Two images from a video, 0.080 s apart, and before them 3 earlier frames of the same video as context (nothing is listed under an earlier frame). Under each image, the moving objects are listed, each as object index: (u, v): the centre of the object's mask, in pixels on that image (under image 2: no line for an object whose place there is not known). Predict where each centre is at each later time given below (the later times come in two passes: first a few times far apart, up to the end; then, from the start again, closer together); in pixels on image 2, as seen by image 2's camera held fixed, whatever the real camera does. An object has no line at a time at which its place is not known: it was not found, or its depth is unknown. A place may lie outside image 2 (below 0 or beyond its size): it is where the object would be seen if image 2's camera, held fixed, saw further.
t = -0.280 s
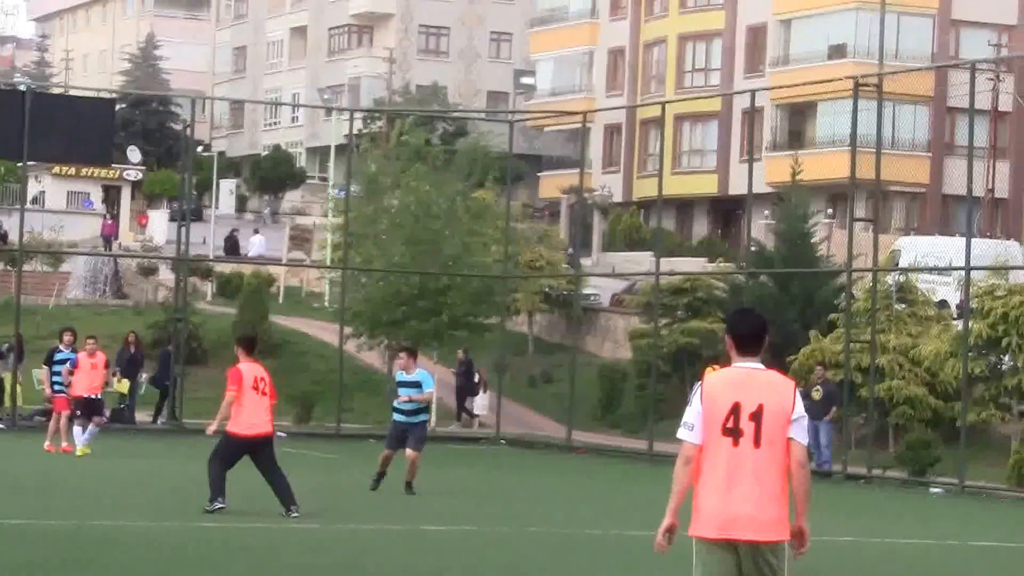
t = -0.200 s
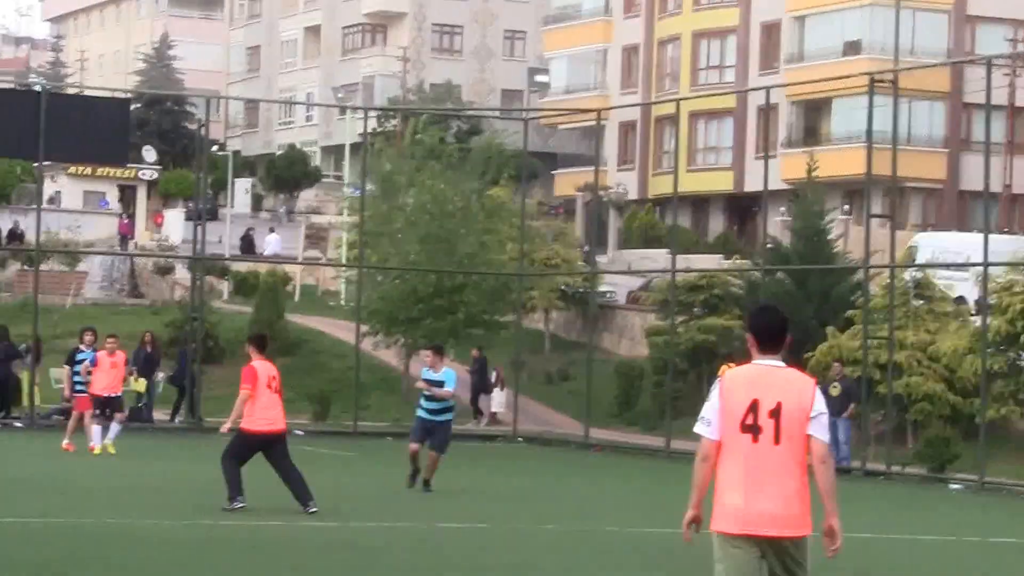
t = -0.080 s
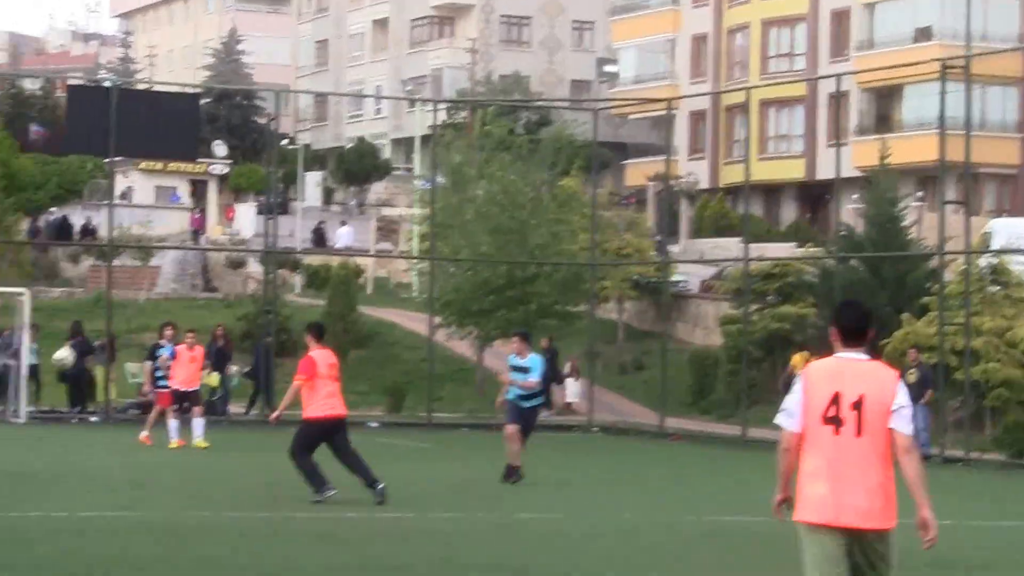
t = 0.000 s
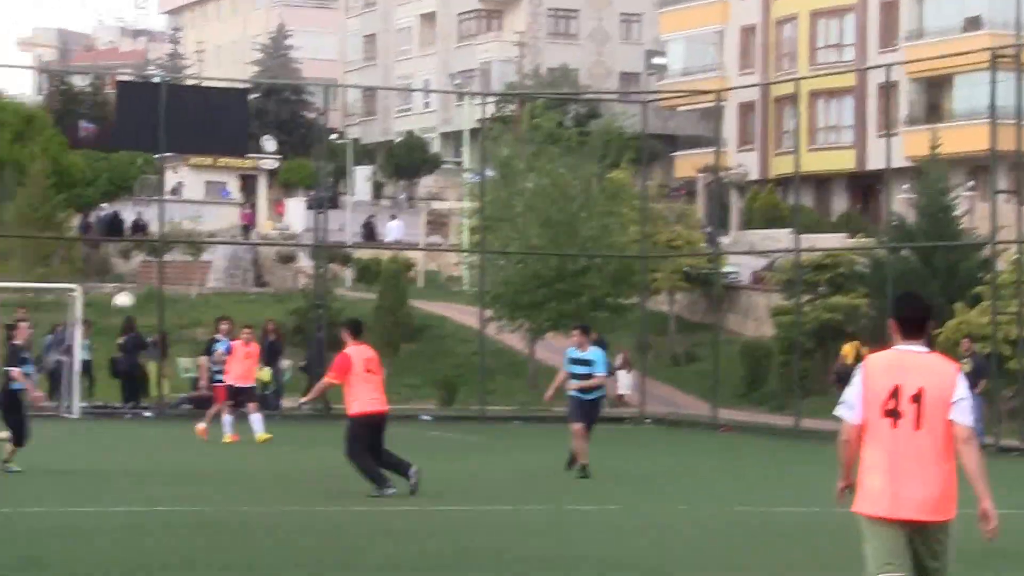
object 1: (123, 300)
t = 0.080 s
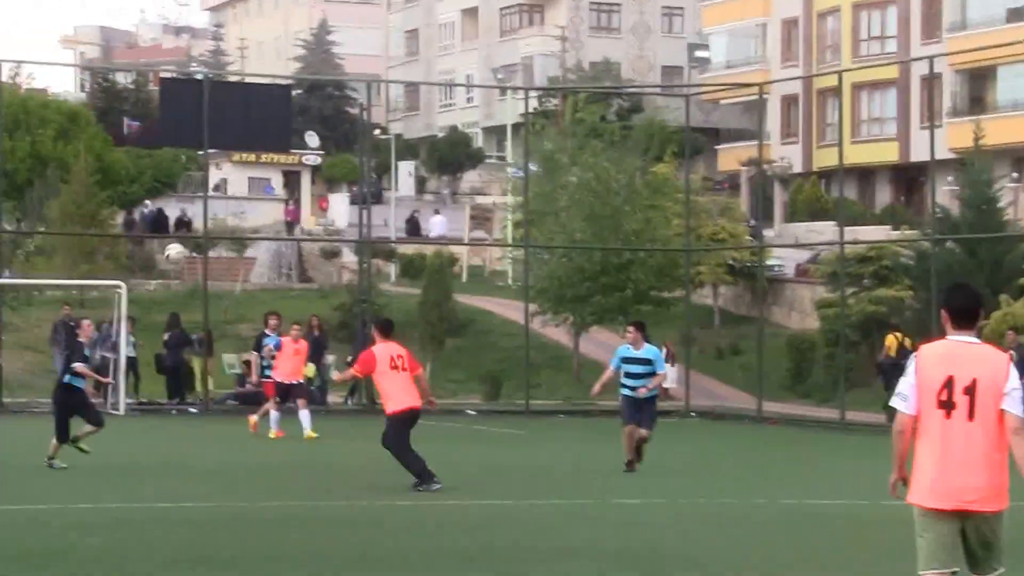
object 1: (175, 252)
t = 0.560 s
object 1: (211, 102)
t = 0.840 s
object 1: (238, 122)
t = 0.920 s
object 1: (244, 141)
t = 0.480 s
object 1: (204, 111)
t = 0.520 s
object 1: (209, 105)
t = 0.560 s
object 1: (211, 102)
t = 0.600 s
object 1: (216, 99)
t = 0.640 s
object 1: (219, 100)
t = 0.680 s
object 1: (223, 101)
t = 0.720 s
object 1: (227, 103)
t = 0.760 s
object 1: (230, 108)
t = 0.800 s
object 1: (234, 114)
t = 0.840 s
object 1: (238, 122)
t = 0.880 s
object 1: (241, 131)
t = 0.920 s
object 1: (244, 141)
